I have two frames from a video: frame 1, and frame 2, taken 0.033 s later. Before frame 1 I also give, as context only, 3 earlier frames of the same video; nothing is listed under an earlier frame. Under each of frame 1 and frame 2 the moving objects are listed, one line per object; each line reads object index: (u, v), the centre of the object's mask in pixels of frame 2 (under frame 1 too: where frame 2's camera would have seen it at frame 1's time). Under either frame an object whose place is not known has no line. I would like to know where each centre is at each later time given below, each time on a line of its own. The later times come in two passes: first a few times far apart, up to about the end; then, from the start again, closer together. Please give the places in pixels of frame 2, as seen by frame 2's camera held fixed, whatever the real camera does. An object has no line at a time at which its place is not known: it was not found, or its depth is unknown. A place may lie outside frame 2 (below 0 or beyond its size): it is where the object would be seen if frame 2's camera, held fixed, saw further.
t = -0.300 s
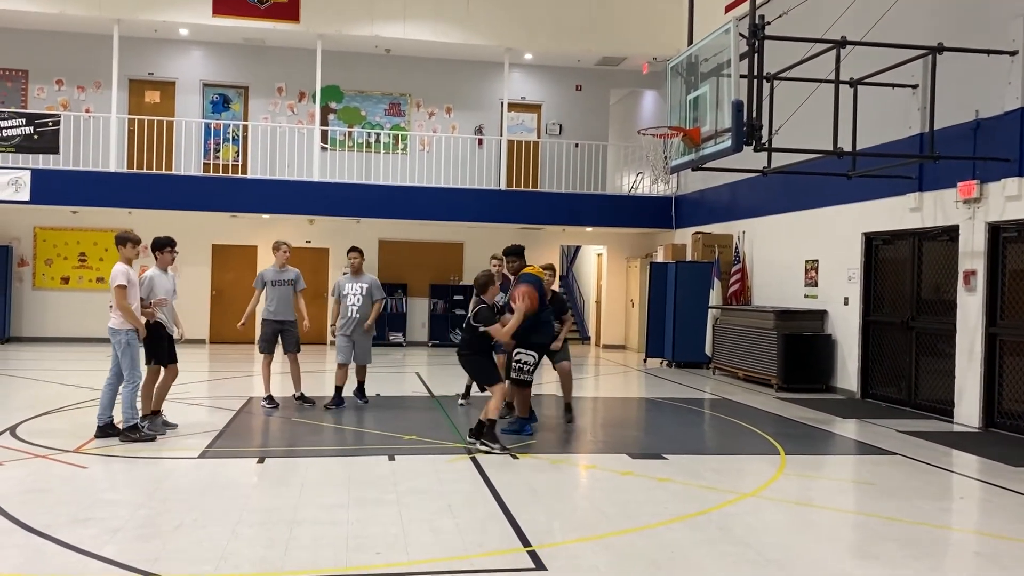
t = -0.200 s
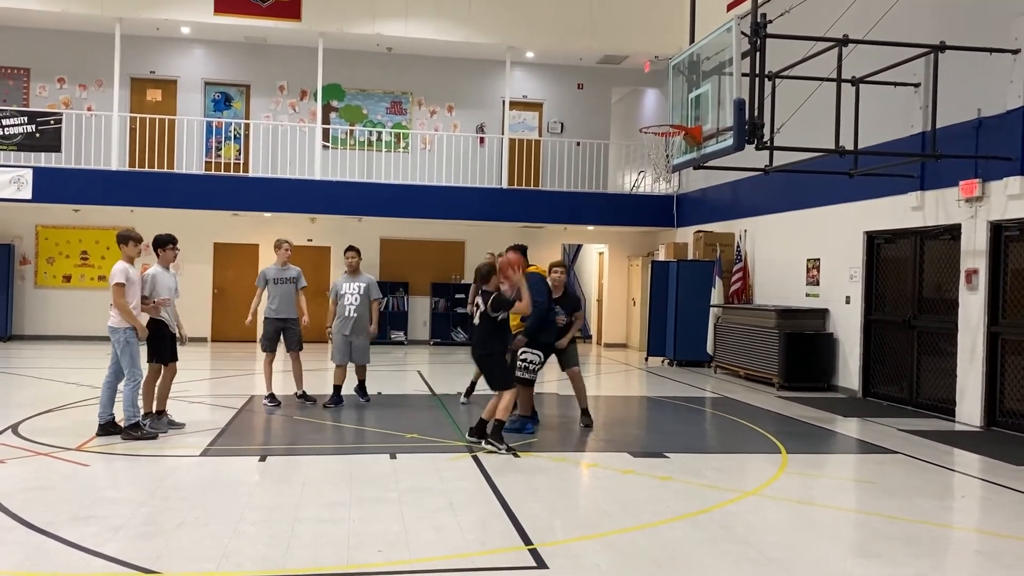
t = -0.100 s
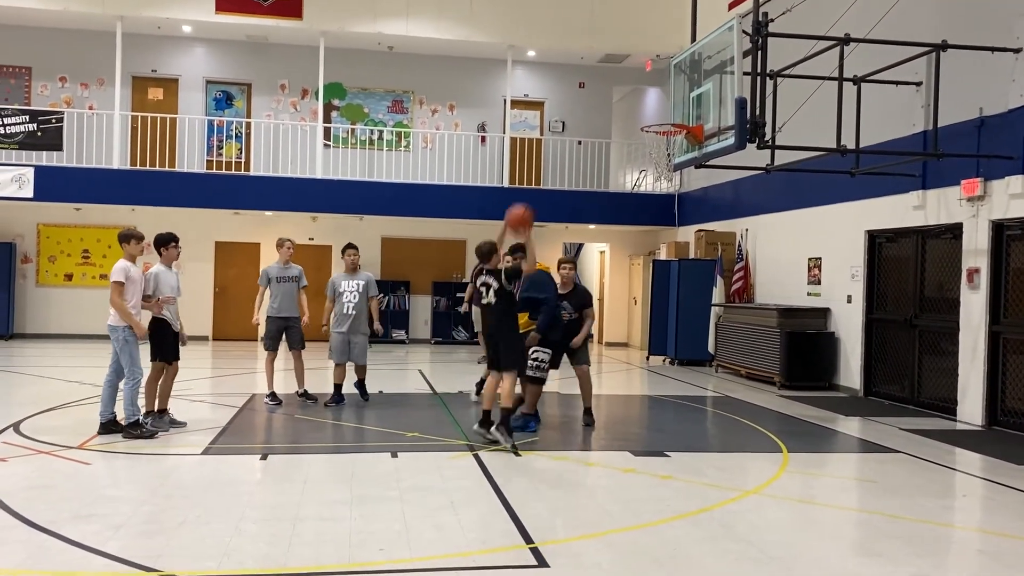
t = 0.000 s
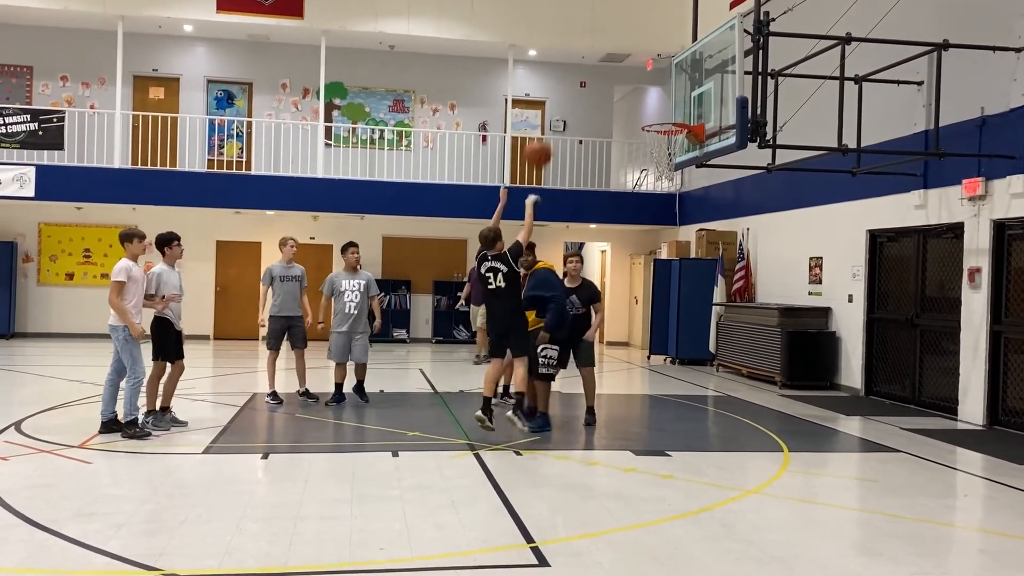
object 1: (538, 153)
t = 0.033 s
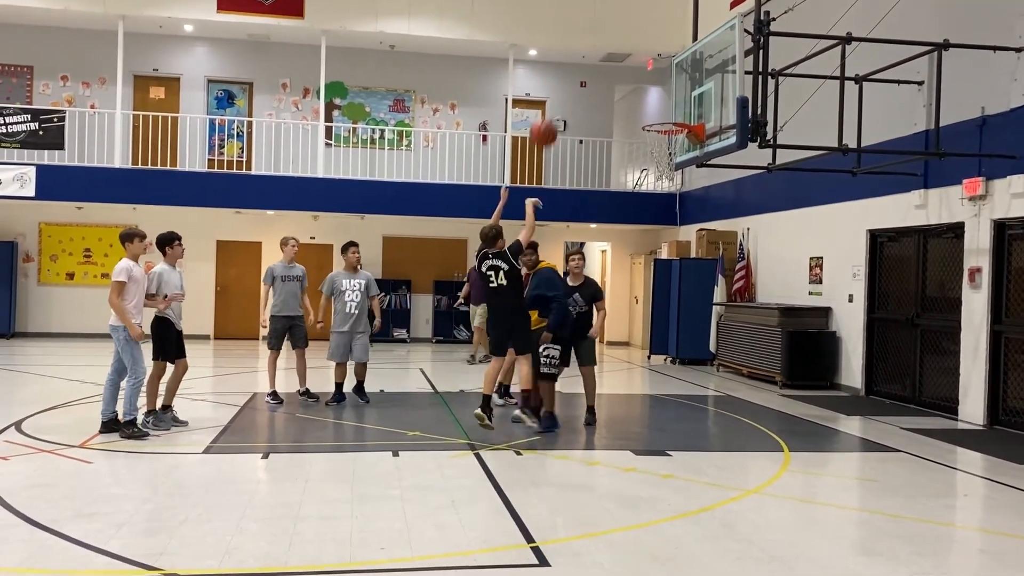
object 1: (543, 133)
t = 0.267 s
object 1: (578, 36)
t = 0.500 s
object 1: (606, 9)
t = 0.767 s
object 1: (632, 41)
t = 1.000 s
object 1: (649, 120)
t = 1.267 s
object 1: (651, 92)
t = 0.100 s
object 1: (554, 97)
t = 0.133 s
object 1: (559, 83)
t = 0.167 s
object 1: (564, 69)
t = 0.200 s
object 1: (569, 57)
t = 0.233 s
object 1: (573, 45)
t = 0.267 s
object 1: (578, 36)
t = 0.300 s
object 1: (582, 28)
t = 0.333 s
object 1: (586, 22)
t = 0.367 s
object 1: (590, 16)
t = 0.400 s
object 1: (594, 13)
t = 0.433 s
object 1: (598, 11)
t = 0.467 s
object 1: (602, 10)
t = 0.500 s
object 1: (606, 9)
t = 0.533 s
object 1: (609, 9)
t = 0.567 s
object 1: (613, 10)
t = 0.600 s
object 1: (616, 12)
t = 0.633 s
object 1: (620, 15)
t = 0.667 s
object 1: (623, 20)
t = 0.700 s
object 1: (626, 26)
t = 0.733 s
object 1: (629, 33)
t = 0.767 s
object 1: (632, 41)
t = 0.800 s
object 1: (635, 49)
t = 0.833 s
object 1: (638, 59)
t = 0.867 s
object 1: (640, 70)
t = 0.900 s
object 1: (643, 81)
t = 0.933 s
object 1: (645, 94)
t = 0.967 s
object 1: (647, 107)
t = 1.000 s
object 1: (649, 120)
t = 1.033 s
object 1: (651, 116)
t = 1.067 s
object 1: (651, 110)
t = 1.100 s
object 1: (651, 105)
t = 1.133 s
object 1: (651, 100)
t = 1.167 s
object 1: (651, 96)
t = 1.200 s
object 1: (651, 93)
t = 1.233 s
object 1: (651, 92)
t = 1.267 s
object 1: (651, 92)
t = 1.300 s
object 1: (652, 92)
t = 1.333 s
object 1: (652, 93)
